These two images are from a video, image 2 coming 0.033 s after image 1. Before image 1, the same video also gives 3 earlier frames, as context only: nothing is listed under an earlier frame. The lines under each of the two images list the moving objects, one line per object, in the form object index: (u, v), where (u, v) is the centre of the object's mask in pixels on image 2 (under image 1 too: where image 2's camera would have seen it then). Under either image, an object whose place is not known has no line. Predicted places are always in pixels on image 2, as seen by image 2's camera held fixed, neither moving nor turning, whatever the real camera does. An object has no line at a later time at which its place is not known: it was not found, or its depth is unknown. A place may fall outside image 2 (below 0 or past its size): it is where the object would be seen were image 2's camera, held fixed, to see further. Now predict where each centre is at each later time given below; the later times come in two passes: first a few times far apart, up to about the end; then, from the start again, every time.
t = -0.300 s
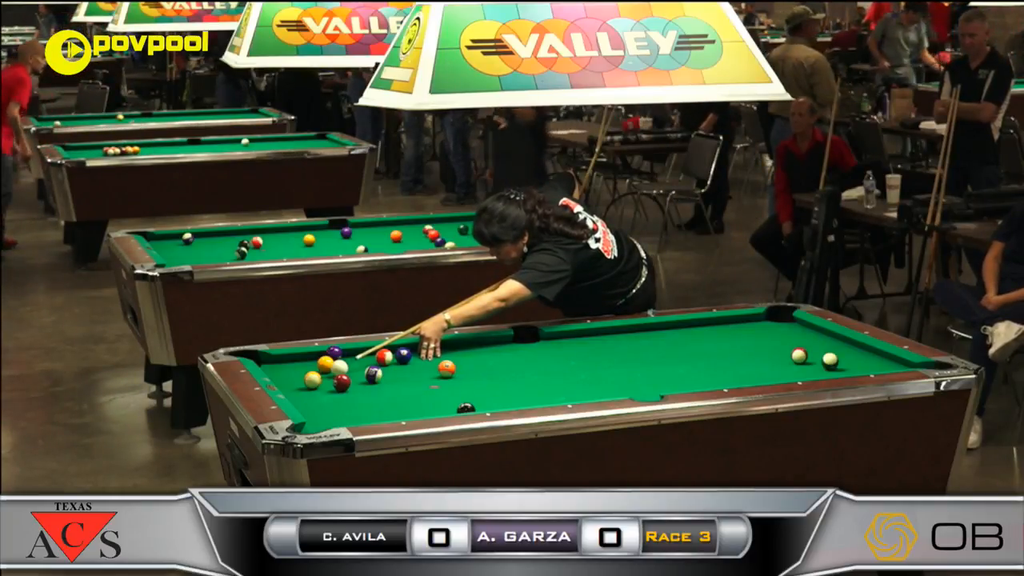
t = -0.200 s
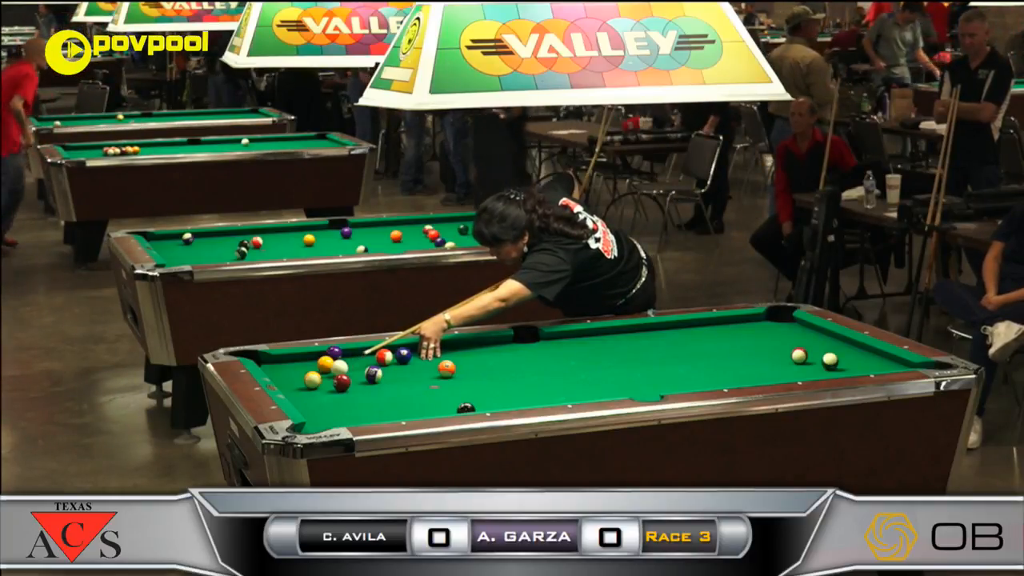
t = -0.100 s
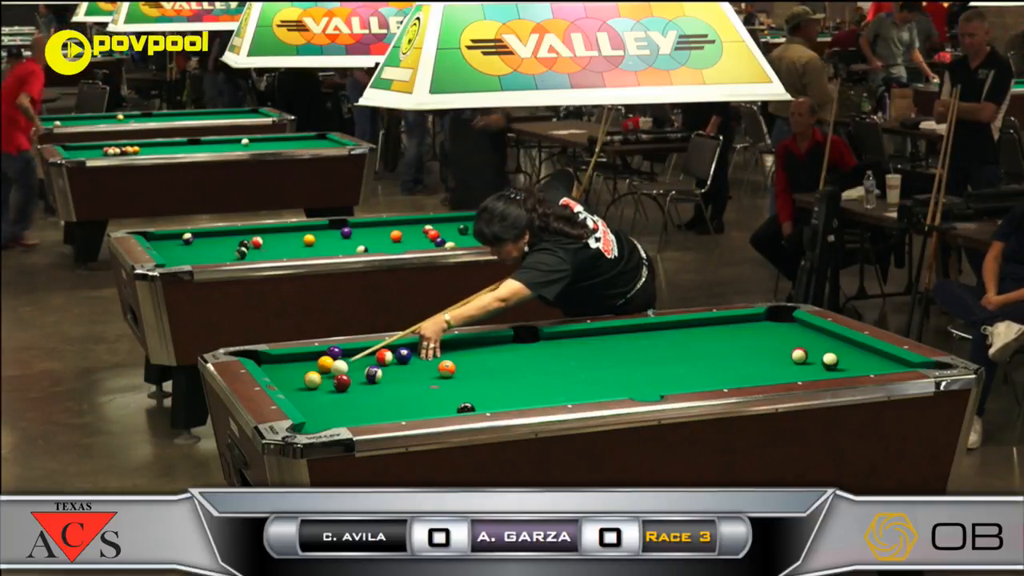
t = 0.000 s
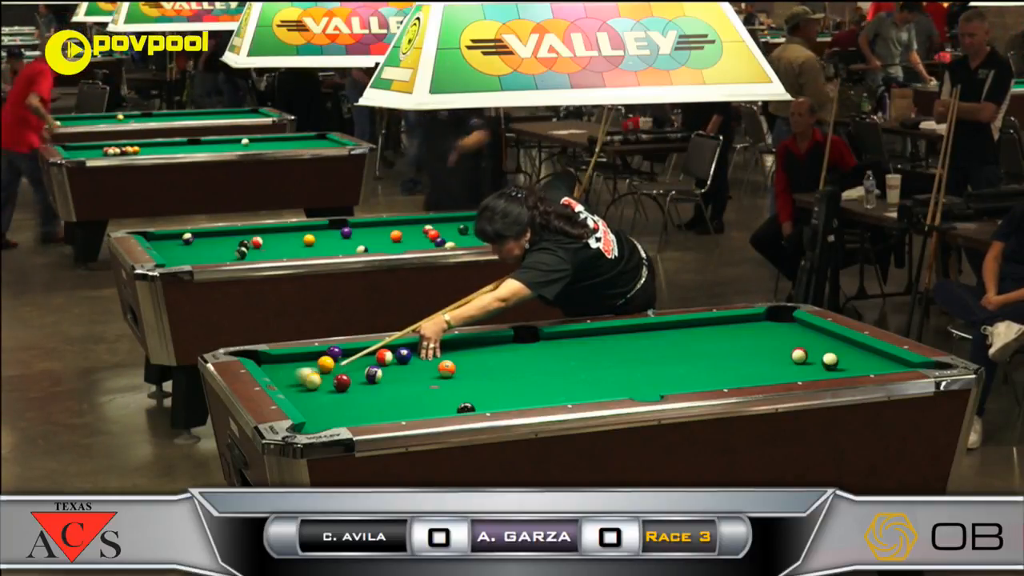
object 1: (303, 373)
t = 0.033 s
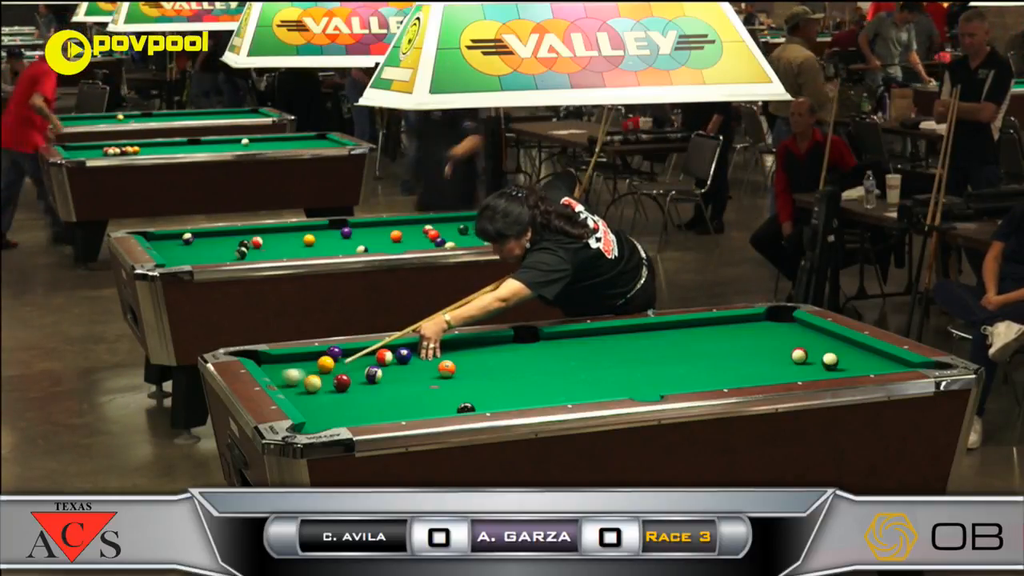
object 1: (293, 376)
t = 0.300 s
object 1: (316, 373)
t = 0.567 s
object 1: (362, 365)
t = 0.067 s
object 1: (281, 377)
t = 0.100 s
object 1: (279, 377)
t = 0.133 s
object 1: (285, 377)
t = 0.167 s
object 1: (292, 376)
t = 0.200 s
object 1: (298, 375)
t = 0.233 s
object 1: (304, 374)
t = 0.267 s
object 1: (310, 373)
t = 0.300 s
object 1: (316, 373)
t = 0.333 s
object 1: (322, 372)
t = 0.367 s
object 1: (328, 371)
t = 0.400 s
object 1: (334, 370)
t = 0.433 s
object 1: (341, 368)
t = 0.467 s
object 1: (347, 368)
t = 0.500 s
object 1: (352, 368)
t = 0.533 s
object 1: (357, 367)
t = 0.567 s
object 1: (362, 365)
